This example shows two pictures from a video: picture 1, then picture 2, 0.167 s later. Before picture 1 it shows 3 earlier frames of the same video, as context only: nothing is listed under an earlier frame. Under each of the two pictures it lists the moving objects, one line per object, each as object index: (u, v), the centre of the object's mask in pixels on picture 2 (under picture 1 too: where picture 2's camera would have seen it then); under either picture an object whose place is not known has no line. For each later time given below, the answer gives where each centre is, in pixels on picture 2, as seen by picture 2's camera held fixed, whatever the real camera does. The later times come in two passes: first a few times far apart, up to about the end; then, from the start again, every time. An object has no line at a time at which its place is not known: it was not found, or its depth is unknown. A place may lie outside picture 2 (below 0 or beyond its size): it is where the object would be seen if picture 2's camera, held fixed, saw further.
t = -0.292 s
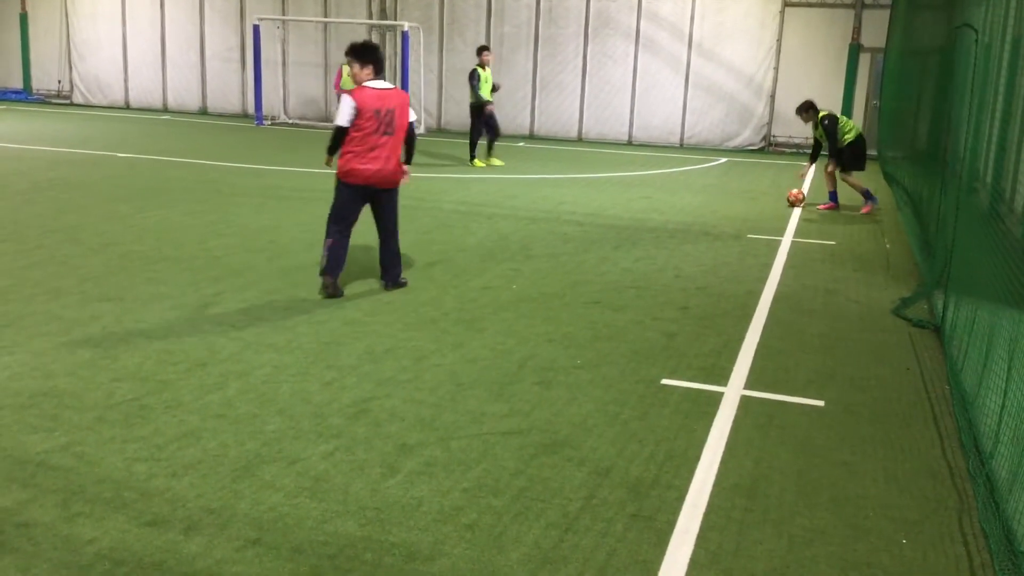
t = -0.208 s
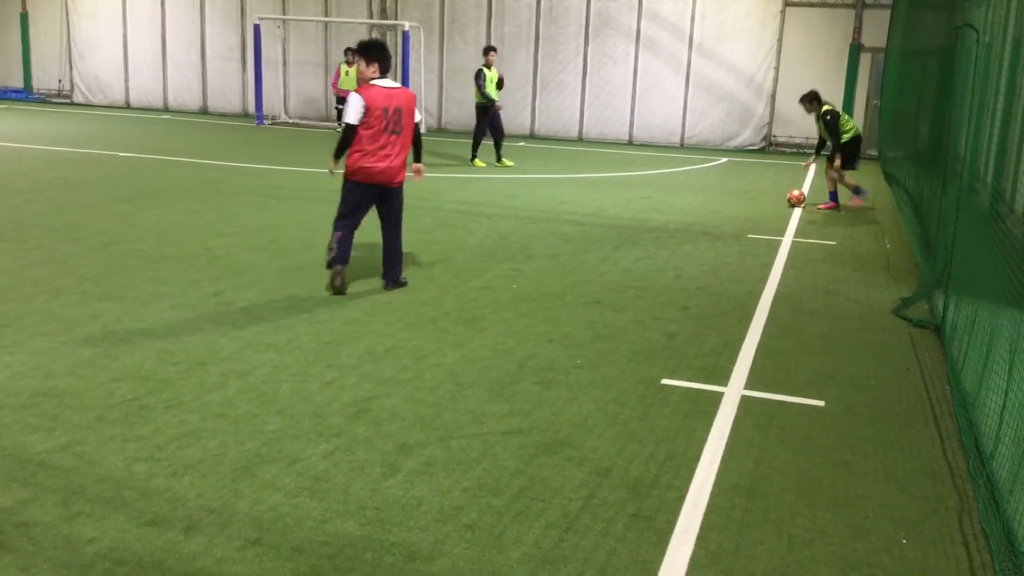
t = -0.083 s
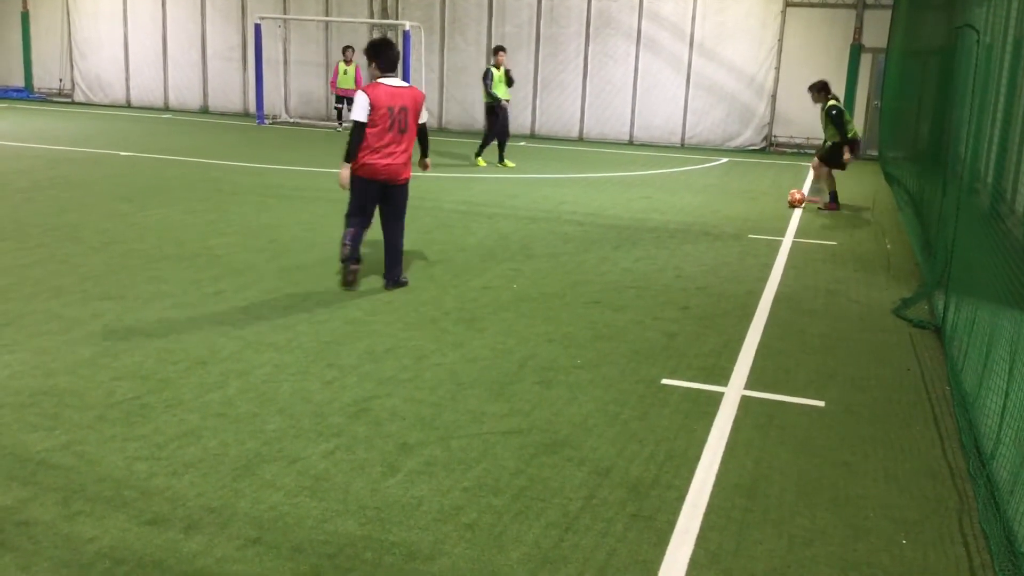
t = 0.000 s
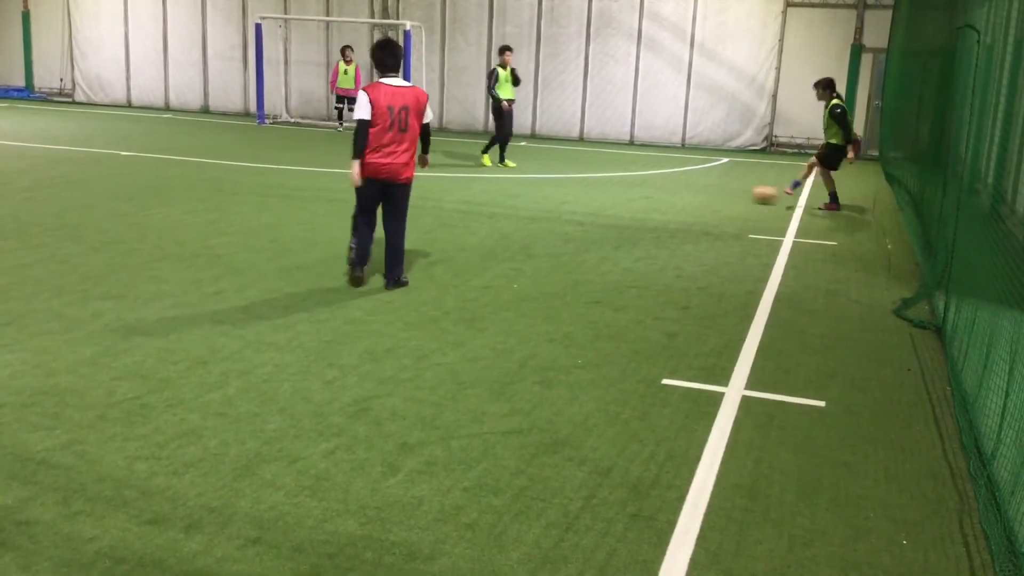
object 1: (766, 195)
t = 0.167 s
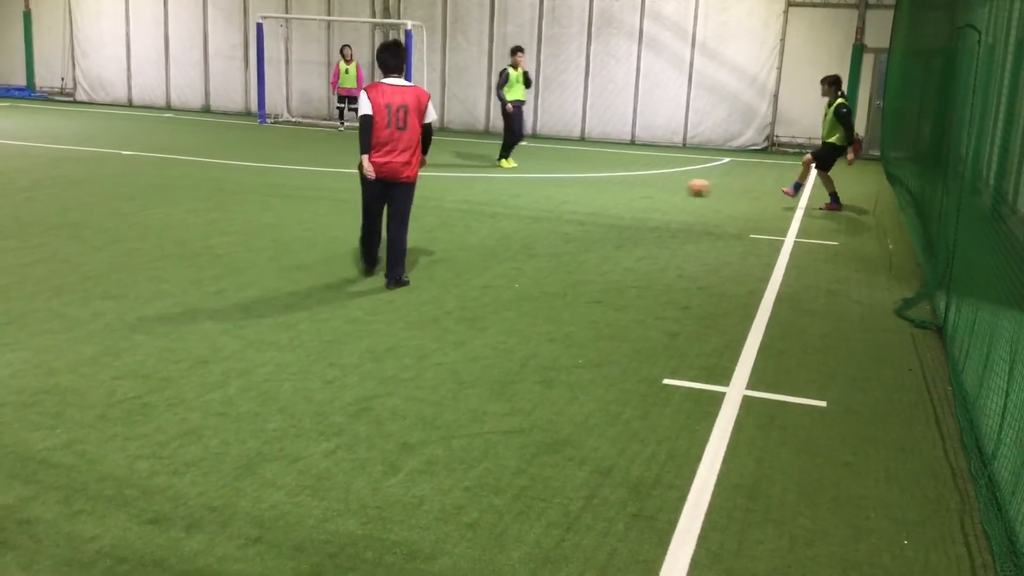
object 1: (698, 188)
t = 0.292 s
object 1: (656, 183)
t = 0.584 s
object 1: (581, 175)
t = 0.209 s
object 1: (684, 186)
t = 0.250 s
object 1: (669, 185)
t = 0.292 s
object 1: (656, 183)
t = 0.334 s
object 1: (644, 182)
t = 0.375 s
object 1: (632, 181)
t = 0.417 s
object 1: (621, 180)
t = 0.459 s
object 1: (610, 178)
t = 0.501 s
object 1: (600, 177)
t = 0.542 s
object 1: (590, 176)
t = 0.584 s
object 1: (581, 175)
